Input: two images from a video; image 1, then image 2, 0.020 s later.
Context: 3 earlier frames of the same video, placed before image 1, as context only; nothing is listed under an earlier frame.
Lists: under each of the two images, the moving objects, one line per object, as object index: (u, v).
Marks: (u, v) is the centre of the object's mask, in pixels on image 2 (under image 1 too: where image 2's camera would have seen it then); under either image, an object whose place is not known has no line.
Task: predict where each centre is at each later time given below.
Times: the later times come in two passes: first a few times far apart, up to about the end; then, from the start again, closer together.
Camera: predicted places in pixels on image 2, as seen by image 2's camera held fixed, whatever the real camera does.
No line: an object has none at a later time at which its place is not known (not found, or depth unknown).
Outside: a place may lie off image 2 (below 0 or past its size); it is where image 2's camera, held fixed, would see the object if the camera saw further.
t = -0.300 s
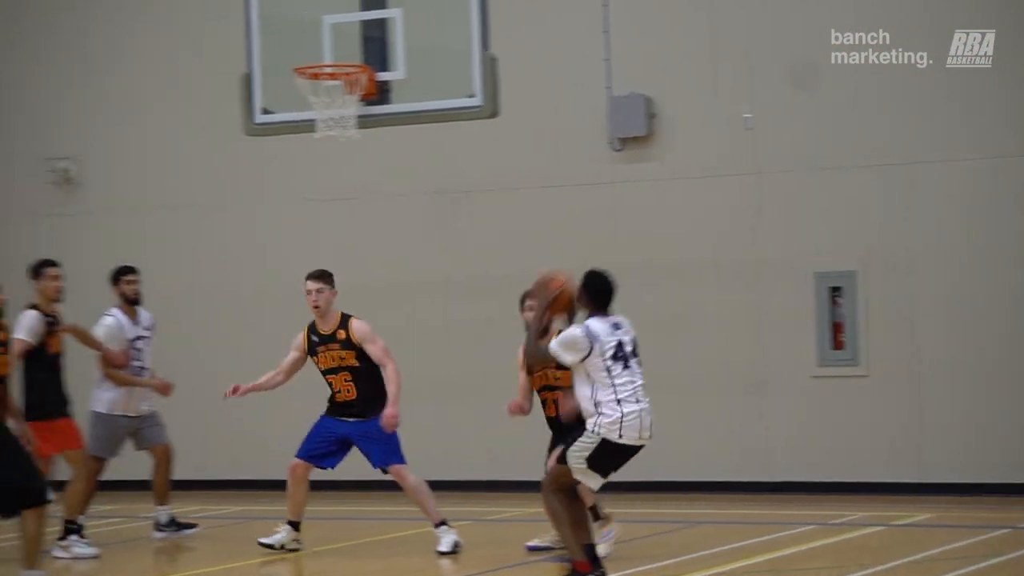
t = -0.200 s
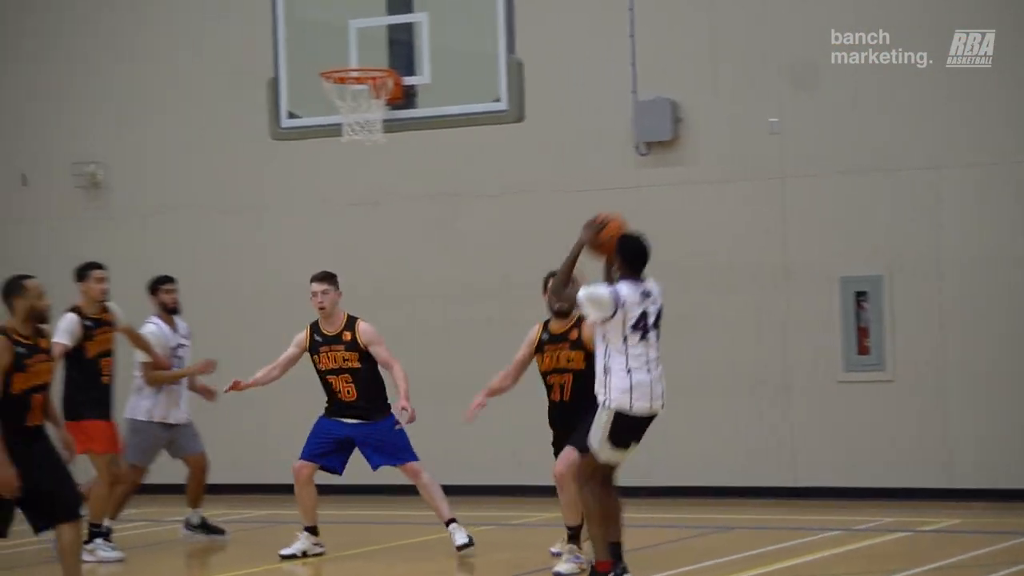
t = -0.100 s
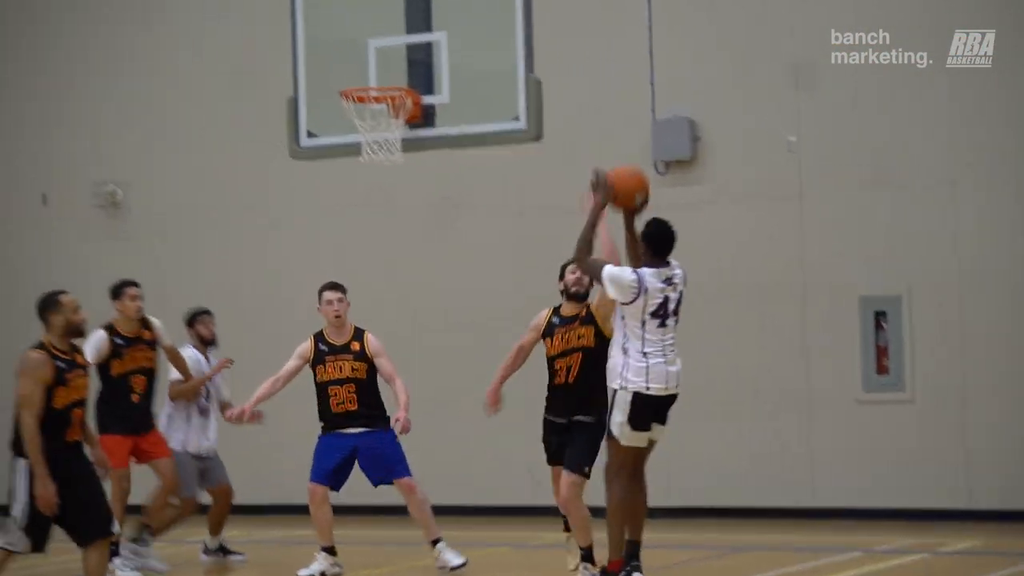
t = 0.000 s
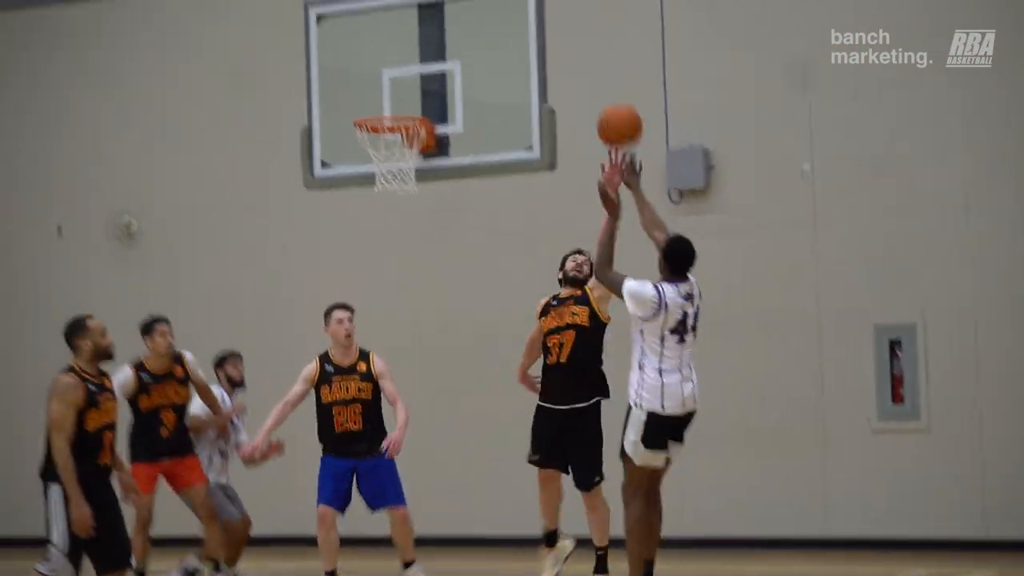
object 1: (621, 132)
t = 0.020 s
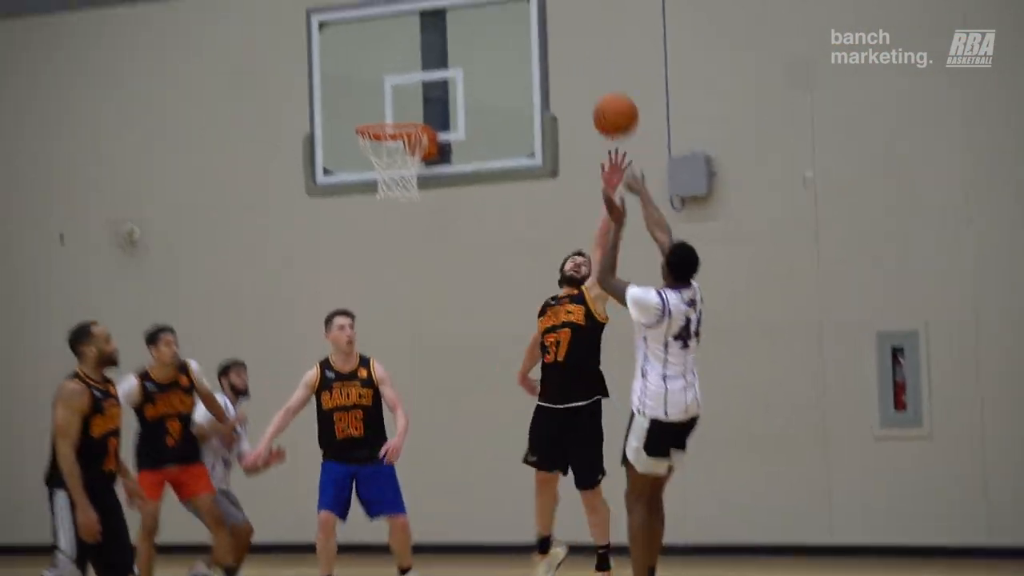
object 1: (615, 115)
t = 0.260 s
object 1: (547, -32)
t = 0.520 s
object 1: (486, -68)
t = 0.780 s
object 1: (434, 1)
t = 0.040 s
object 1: (609, 98)
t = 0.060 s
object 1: (603, 82)
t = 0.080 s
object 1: (597, 67)
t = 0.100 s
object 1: (591, 53)
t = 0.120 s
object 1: (585, 39)
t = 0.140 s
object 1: (580, 27)
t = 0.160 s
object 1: (574, 14)
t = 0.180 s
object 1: (569, 3)
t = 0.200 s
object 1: (563, -7)
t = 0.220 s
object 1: (558, -17)
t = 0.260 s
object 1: (547, -32)
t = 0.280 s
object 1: (542, -38)
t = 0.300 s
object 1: (537, -43)
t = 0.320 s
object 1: (532, -48)
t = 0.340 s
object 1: (528, -53)
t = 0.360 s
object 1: (522, -54)
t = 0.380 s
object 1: (518, -57)
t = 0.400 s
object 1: (513, -60)
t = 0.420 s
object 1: (509, -62)
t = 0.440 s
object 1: (504, -64)
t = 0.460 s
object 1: (499, -66)
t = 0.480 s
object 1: (495, -67)
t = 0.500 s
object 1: (490, -68)
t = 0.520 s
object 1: (486, -68)
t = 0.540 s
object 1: (482, -68)
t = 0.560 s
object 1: (478, -67)
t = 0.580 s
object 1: (473, -64)
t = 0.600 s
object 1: (469, -60)
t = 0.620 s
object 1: (465, -56)
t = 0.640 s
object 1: (460, -51)
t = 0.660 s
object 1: (457, -45)
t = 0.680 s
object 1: (453, -39)
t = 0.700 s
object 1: (449, -32)
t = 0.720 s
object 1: (445, -25)
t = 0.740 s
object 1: (442, -17)
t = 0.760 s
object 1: (438, -8)
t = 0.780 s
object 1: (434, 1)
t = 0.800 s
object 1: (430, 12)
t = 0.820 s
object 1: (427, 22)
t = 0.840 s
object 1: (424, 32)
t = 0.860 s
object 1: (421, 44)
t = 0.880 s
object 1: (417, 55)
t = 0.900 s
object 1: (414, 67)
